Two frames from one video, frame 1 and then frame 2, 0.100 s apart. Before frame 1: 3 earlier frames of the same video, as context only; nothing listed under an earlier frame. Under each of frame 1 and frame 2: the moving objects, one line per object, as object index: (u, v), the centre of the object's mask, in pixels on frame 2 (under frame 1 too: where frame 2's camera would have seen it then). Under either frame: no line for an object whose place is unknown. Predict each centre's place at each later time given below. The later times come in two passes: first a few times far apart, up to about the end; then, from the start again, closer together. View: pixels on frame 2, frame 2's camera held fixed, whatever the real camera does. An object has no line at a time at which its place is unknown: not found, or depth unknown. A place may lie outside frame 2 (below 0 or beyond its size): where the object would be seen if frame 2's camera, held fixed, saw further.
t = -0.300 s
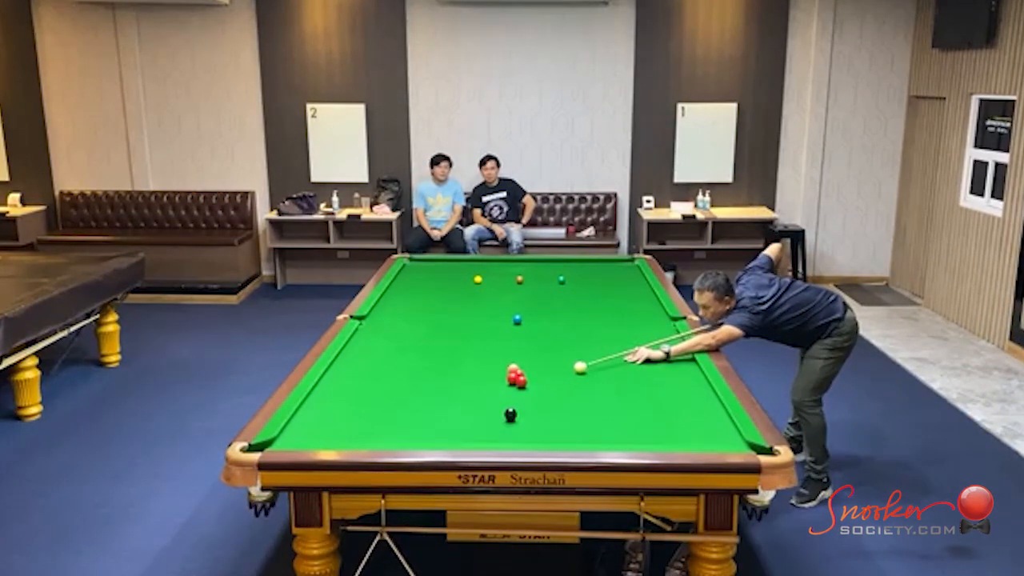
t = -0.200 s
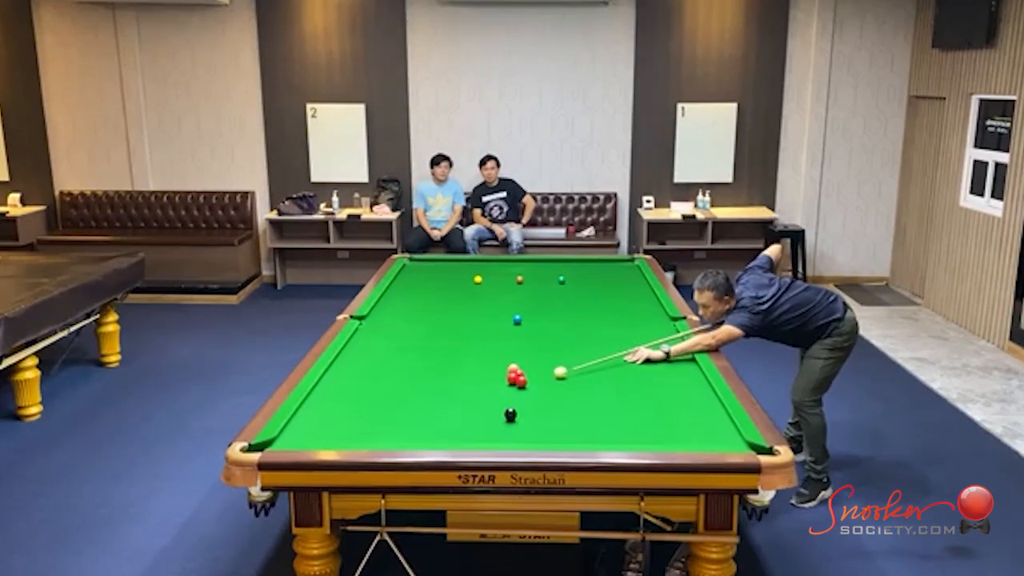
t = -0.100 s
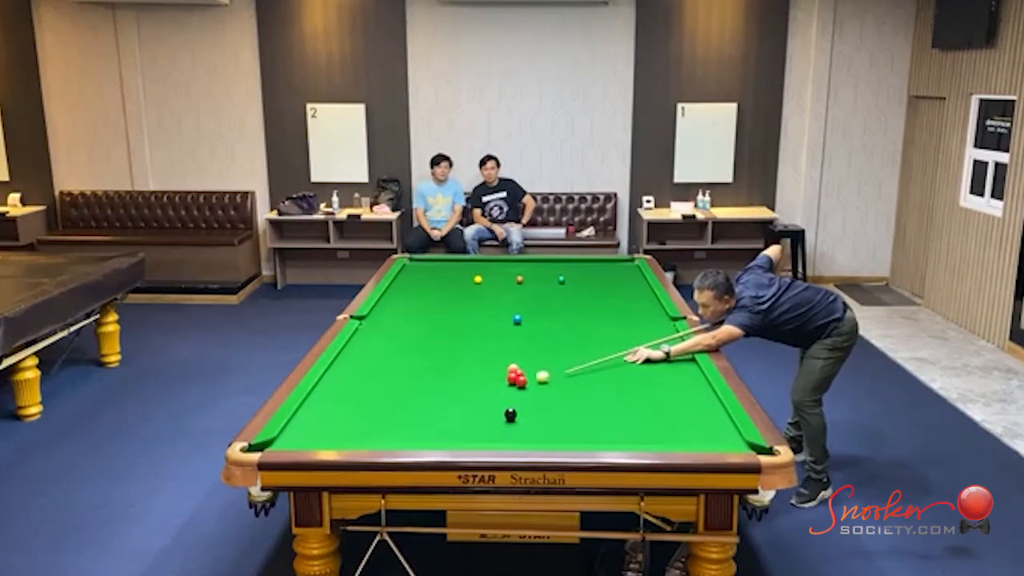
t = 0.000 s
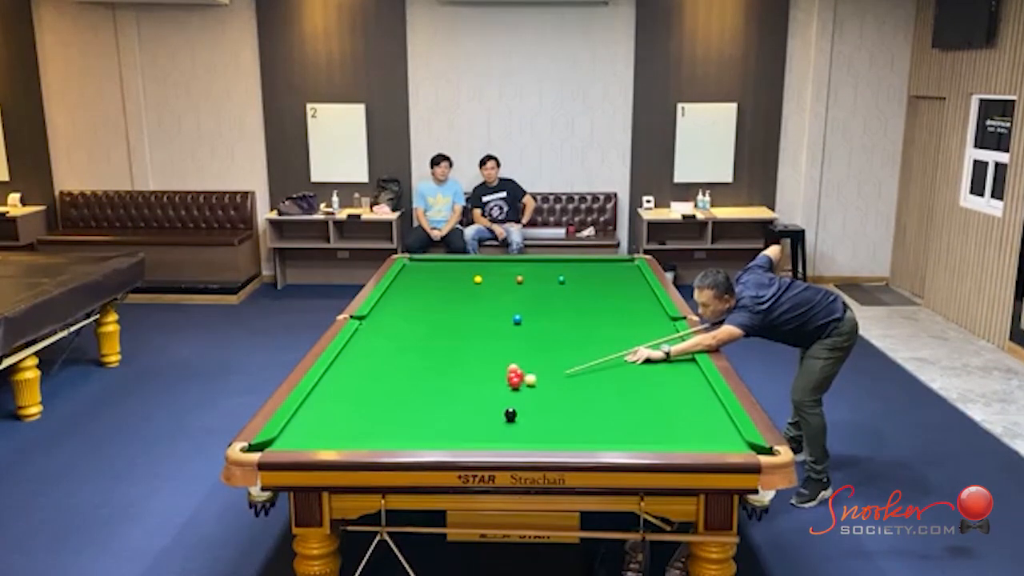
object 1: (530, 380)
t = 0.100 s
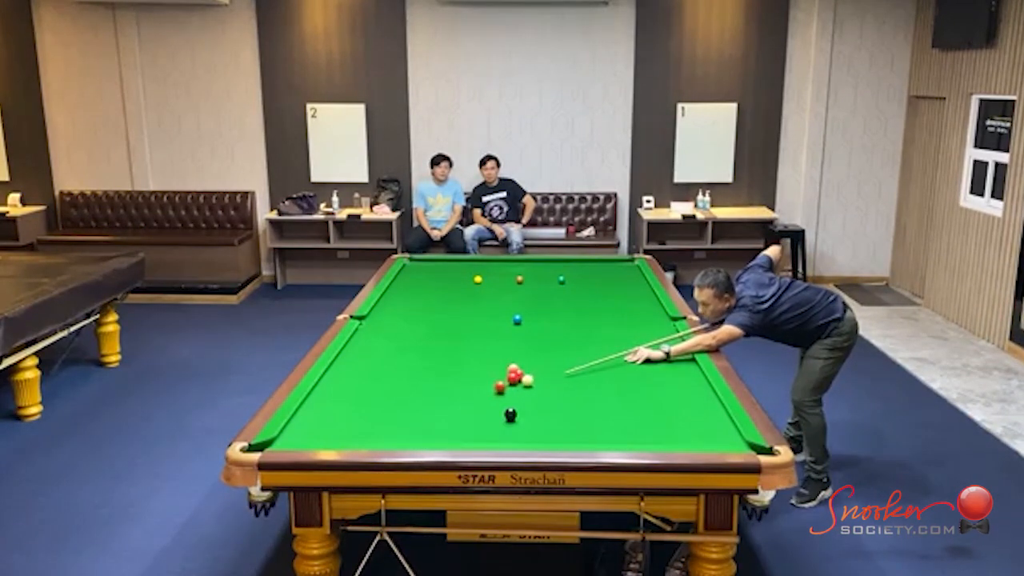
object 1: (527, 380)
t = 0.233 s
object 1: (522, 382)
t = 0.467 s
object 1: (513, 385)
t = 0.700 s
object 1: (504, 386)
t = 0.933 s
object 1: (497, 388)
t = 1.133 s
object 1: (490, 390)
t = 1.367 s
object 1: (484, 391)
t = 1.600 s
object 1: (478, 393)
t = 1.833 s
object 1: (473, 394)
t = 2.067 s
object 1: (469, 395)
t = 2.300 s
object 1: (465, 396)
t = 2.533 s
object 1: (463, 397)
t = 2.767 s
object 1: (462, 397)
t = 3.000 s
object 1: (461, 397)
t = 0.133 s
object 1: (526, 381)
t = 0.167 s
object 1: (525, 381)
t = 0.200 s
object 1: (523, 382)
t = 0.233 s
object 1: (522, 382)
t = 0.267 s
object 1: (521, 382)
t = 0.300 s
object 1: (519, 383)
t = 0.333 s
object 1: (518, 383)
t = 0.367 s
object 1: (516, 384)
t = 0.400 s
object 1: (515, 384)
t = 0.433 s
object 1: (514, 384)
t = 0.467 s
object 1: (513, 385)
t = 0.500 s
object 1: (511, 385)
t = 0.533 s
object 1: (510, 385)
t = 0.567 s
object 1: (509, 385)
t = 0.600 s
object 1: (508, 385)
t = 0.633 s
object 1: (506, 386)
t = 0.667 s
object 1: (505, 386)
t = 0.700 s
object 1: (504, 386)
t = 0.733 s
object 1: (503, 387)
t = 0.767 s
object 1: (502, 387)
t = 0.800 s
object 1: (501, 387)
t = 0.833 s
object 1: (500, 387)
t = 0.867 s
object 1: (499, 388)
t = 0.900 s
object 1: (498, 388)
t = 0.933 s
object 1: (497, 388)
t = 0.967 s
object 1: (495, 389)
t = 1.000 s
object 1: (494, 389)
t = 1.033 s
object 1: (493, 389)
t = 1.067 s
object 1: (492, 389)
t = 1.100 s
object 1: (491, 390)
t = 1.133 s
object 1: (490, 390)
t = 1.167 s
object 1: (489, 390)
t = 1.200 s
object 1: (488, 390)
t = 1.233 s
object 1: (487, 391)
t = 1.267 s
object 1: (486, 391)
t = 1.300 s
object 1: (485, 391)
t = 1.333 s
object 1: (484, 391)
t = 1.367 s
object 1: (484, 391)
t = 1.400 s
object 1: (483, 392)
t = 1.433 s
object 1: (482, 392)
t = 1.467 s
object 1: (481, 392)
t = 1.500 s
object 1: (480, 392)
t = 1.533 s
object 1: (479, 392)
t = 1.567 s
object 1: (479, 392)
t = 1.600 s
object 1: (478, 393)
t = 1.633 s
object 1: (477, 393)
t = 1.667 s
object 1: (476, 393)
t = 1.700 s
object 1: (476, 393)
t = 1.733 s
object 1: (475, 394)
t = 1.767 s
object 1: (474, 394)
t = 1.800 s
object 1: (473, 394)
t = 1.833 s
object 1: (473, 394)
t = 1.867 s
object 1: (472, 394)
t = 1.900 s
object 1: (471, 394)
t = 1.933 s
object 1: (471, 394)
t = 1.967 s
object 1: (470, 395)
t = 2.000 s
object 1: (470, 395)
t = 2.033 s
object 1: (469, 395)
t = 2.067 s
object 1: (469, 395)
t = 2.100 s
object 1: (468, 395)
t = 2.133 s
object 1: (468, 395)
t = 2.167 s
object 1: (467, 396)
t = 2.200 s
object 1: (467, 396)
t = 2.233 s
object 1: (467, 396)
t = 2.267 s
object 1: (466, 396)
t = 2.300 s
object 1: (465, 396)
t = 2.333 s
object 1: (465, 396)
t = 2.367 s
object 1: (465, 396)
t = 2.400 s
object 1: (464, 396)
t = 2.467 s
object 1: (464, 396)
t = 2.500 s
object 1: (464, 396)
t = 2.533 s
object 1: (463, 397)
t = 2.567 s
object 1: (463, 397)
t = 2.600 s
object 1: (463, 397)
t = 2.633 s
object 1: (463, 397)
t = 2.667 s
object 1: (462, 397)
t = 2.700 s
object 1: (462, 397)
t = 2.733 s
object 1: (462, 397)
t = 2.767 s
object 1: (462, 397)
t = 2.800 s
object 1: (462, 397)
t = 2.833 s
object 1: (462, 397)
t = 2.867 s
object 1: (461, 397)
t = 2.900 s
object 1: (461, 398)
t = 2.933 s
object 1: (461, 397)
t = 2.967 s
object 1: (461, 397)
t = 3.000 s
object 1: (461, 397)
